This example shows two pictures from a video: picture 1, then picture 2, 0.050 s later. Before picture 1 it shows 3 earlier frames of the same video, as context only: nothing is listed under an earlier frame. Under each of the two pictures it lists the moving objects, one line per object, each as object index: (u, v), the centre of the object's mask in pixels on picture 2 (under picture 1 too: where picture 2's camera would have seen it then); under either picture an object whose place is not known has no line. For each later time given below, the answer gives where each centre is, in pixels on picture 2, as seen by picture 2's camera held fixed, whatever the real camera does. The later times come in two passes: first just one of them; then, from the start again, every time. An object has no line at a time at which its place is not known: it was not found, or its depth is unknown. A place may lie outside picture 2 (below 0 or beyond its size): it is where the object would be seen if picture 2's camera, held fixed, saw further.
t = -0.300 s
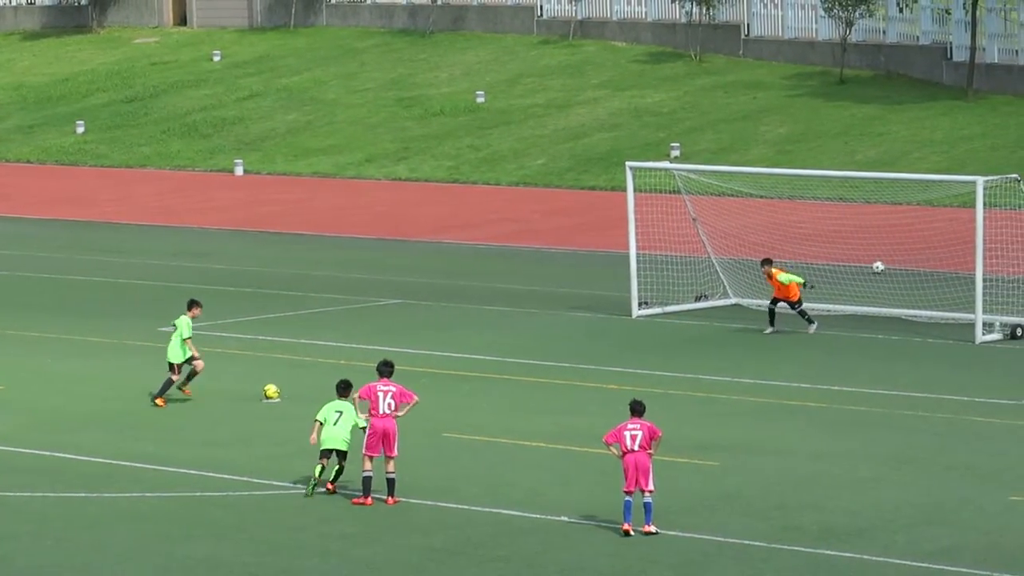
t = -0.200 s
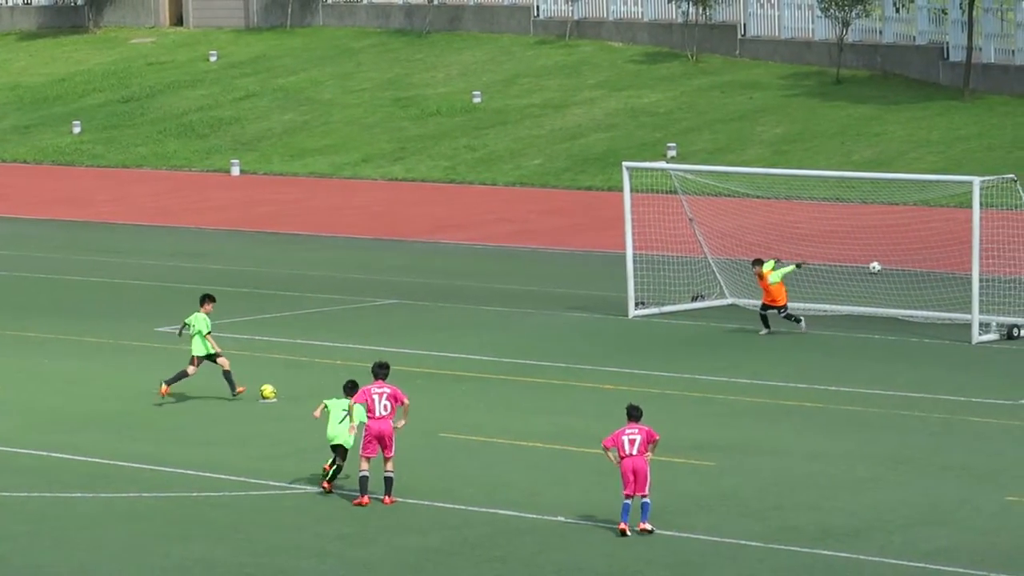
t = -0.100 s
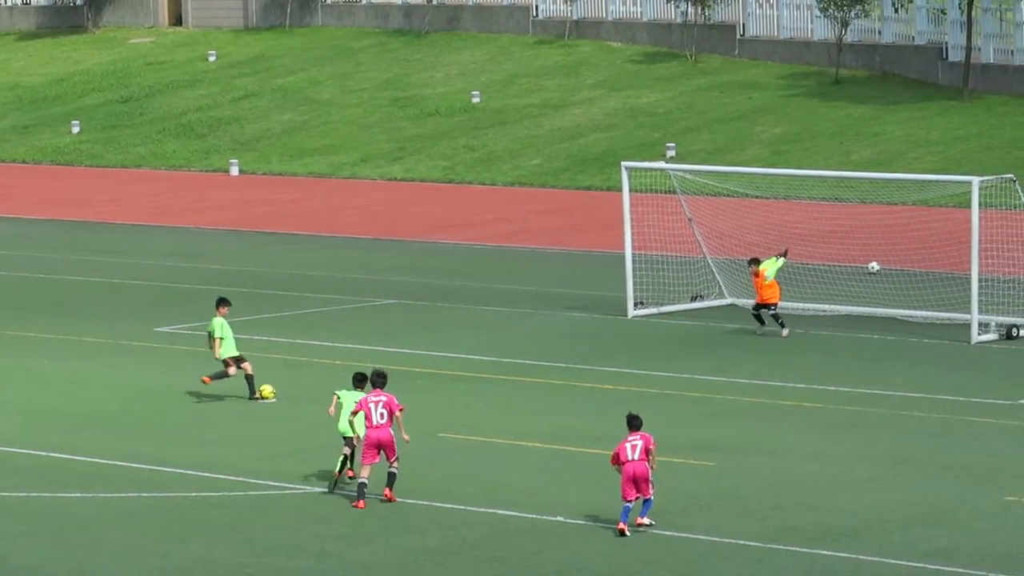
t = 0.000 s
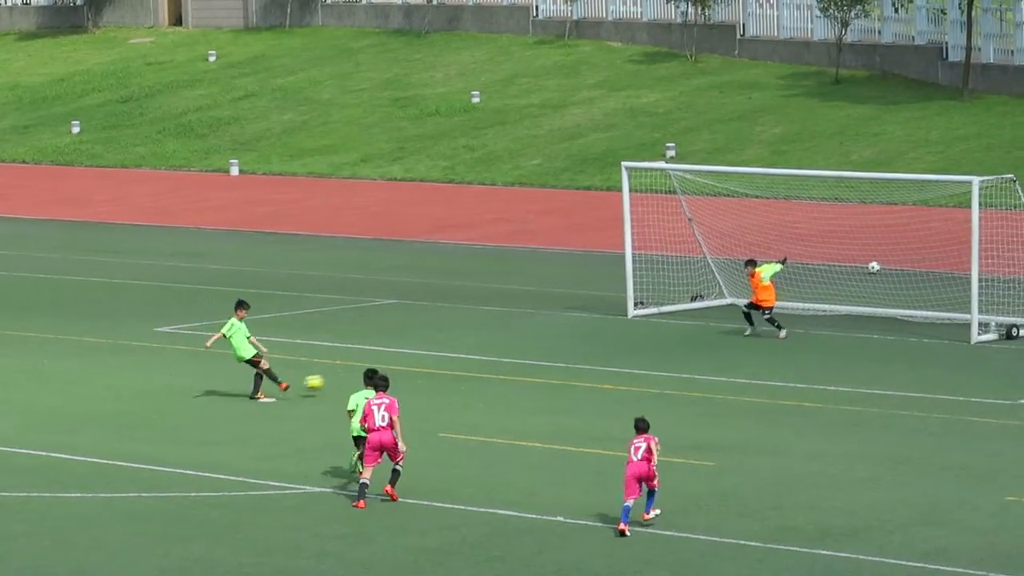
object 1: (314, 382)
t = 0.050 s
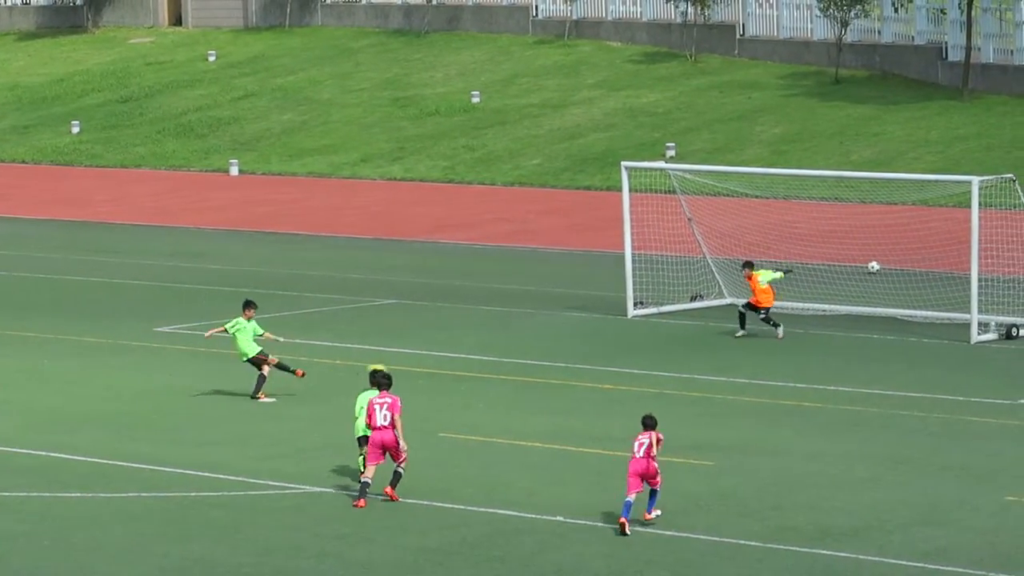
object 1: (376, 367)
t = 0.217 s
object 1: (573, 350)
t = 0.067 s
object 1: (397, 367)
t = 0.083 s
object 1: (417, 365)
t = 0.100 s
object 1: (438, 362)
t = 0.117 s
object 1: (459, 360)
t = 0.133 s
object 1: (479, 358)
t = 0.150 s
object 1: (497, 355)
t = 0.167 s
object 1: (517, 354)
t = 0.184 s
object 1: (537, 352)
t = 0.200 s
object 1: (555, 351)
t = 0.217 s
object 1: (573, 350)
